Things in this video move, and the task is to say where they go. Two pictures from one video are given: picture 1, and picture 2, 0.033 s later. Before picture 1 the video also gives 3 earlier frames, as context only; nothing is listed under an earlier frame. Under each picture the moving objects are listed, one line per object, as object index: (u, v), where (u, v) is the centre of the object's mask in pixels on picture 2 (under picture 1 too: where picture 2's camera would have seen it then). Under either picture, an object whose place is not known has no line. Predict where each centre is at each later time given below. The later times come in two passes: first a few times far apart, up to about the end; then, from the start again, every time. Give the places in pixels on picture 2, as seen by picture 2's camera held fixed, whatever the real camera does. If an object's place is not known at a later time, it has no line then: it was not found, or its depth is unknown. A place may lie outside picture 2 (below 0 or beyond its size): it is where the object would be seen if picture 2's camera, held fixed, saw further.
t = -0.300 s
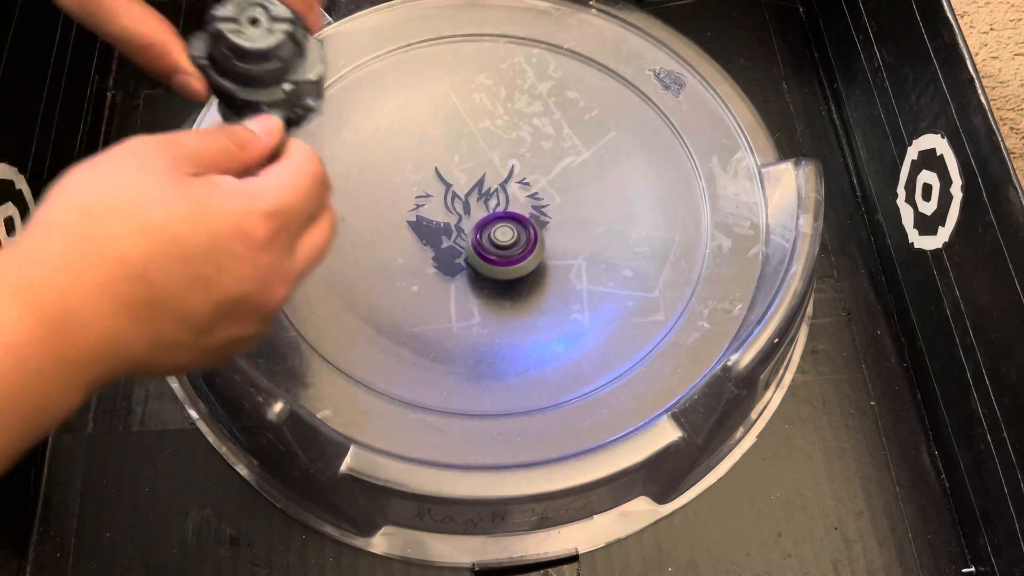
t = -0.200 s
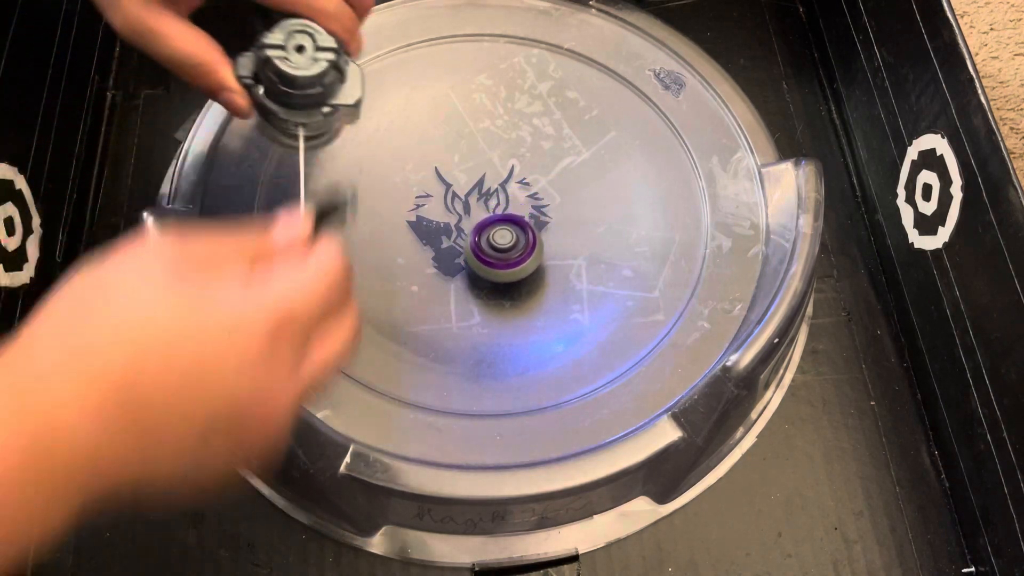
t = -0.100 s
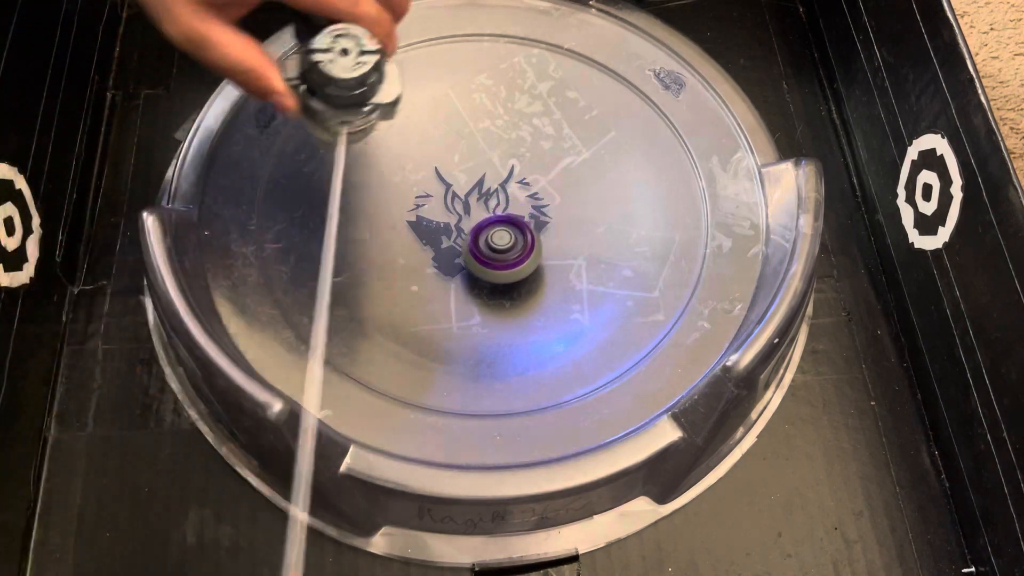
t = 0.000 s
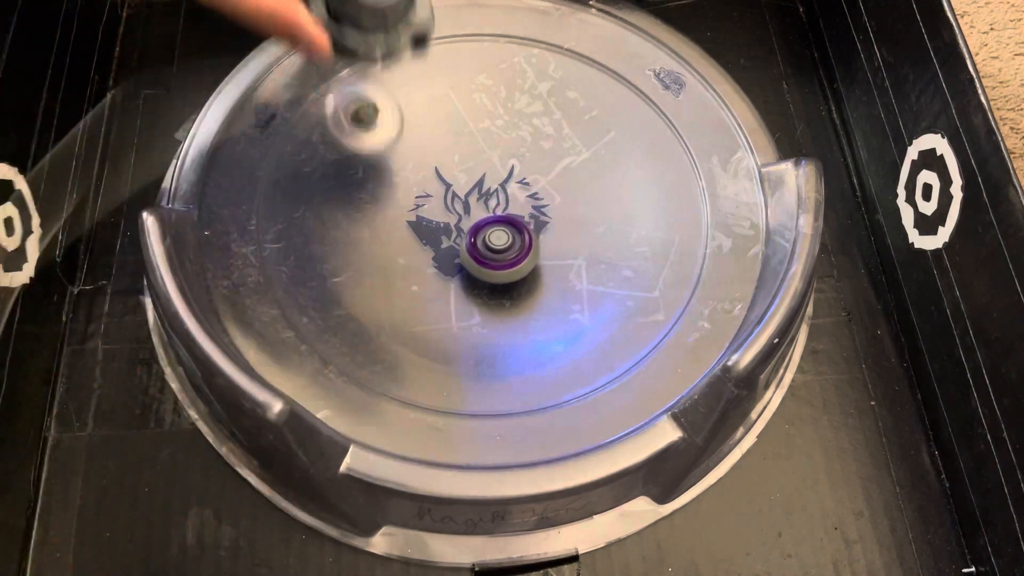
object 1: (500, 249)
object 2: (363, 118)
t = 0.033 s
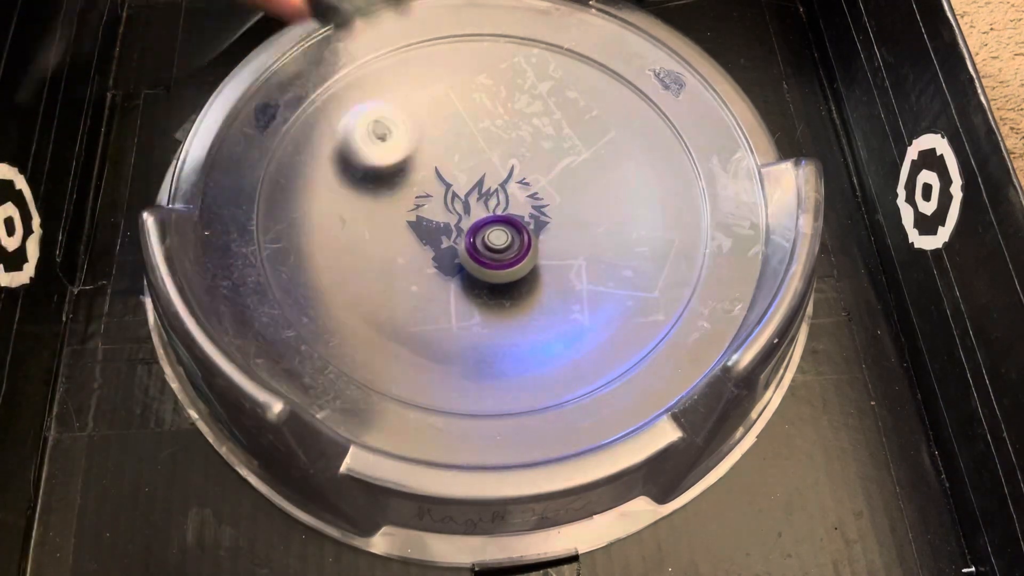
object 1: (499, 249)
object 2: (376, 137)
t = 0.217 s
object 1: (491, 245)
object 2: (534, 87)
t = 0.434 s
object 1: (477, 242)
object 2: (477, 26)
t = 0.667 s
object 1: (466, 237)
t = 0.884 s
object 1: (459, 233)
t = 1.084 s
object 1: (456, 228)
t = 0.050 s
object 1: (499, 249)
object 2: (392, 130)
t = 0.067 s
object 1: (498, 248)
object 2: (409, 127)
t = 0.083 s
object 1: (498, 248)
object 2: (426, 126)
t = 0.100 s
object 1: (497, 248)
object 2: (444, 130)
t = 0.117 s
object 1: (497, 248)
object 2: (462, 135)
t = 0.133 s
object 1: (496, 247)
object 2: (476, 129)
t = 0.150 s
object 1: (495, 247)
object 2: (489, 119)
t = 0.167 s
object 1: (494, 246)
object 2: (502, 112)
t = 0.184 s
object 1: (493, 246)
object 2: (514, 109)
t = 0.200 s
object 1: (492, 246)
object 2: (526, 99)
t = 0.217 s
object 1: (491, 245)
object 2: (534, 87)
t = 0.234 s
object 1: (489, 245)
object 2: (542, 78)
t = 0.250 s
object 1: (489, 245)
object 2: (547, 65)
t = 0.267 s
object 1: (487, 244)
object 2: (551, 52)
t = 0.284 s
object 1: (486, 244)
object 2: (553, 39)
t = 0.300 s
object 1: (485, 244)
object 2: (545, 31)
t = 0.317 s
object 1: (484, 244)
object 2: (535, 27)
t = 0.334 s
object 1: (483, 243)
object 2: (526, 27)
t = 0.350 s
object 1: (482, 243)
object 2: (515, 28)
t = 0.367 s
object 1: (481, 243)
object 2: (505, 32)
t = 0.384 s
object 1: (480, 243)
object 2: (497, 30)
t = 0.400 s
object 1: (479, 242)
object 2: (491, 27)
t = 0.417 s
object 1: (478, 242)
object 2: (485, 27)
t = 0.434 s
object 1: (477, 242)
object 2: (477, 26)
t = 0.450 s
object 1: (476, 242)
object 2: (468, 24)
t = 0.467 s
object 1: (475, 241)
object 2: (461, 23)
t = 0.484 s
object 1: (475, 241)
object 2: (457, 20)
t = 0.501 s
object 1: (474, 241)
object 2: (455, 19)
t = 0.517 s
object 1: (473, 240)
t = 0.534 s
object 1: (472, 240)
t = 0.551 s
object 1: (471, 240)
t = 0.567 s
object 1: (470, 239)
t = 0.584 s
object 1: (469, 239)
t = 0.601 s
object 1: (469, 239)
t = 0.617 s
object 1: (468, 238)
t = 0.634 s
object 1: (467, 238)
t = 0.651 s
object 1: (466, 238)
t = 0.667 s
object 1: (466, 237)
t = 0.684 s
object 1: (465, 237)
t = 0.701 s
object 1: (464, 237)
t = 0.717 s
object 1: (463, 236)
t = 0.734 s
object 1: (463, 236)
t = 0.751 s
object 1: (462, 236)
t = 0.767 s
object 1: (462, 235)
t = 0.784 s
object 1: (461, 235)
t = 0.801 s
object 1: (461, 234)
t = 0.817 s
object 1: (460, 234)
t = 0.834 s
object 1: (460, 234)
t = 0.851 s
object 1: (460, 234)
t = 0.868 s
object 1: (459, 233)
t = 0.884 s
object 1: (459, 233)
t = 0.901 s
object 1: (459, 233)
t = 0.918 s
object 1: (458, 232)
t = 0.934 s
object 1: (458, 232)
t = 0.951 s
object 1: (458, 232)
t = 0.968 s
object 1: (458, 231)
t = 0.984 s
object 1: (458, 231)
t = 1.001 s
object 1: (457, 231)
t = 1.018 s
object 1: (457, 230)
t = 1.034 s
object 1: (457, 229)
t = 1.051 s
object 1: (456, 229)
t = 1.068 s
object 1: (456, 228)
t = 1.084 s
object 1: (456, 228)
